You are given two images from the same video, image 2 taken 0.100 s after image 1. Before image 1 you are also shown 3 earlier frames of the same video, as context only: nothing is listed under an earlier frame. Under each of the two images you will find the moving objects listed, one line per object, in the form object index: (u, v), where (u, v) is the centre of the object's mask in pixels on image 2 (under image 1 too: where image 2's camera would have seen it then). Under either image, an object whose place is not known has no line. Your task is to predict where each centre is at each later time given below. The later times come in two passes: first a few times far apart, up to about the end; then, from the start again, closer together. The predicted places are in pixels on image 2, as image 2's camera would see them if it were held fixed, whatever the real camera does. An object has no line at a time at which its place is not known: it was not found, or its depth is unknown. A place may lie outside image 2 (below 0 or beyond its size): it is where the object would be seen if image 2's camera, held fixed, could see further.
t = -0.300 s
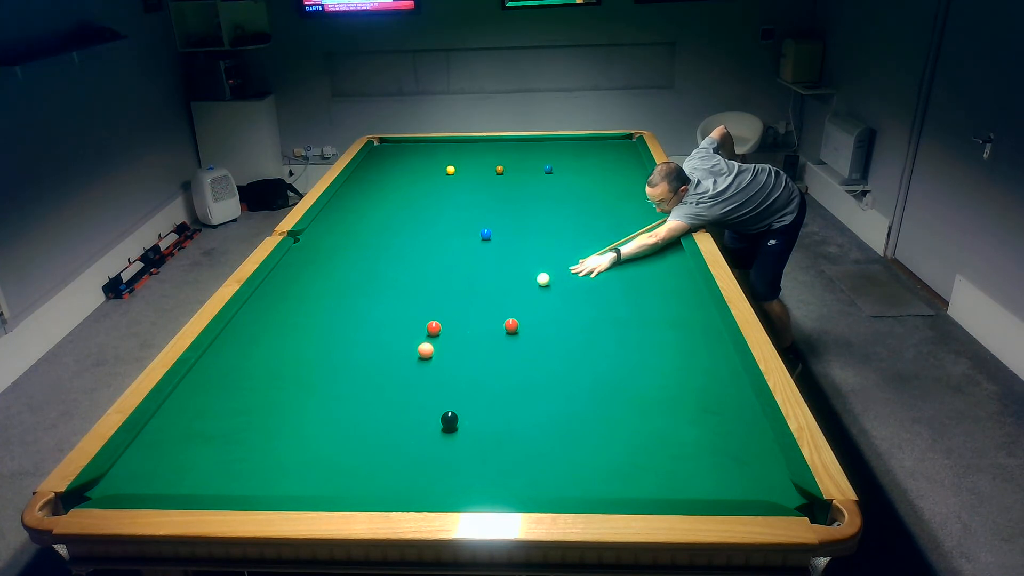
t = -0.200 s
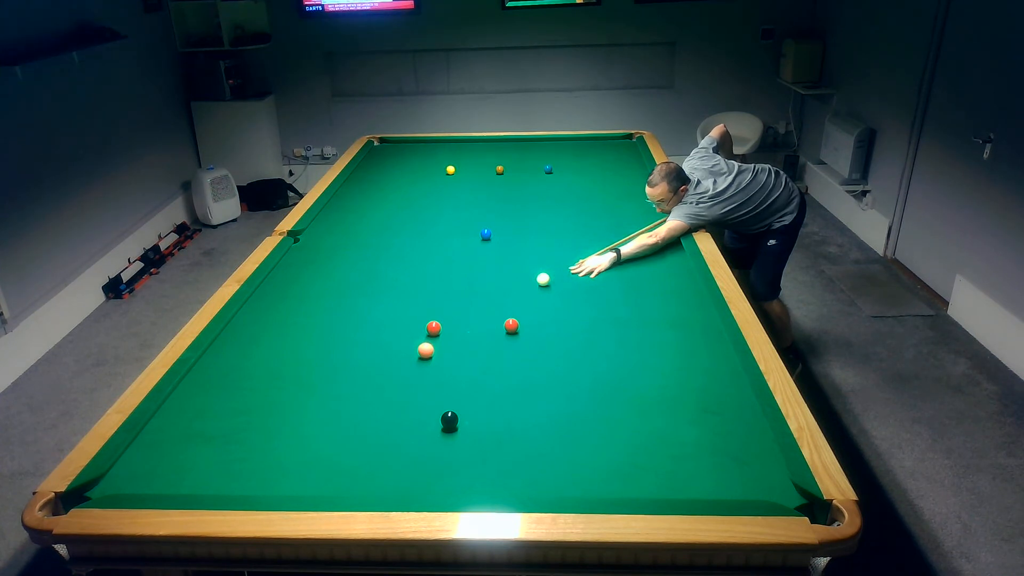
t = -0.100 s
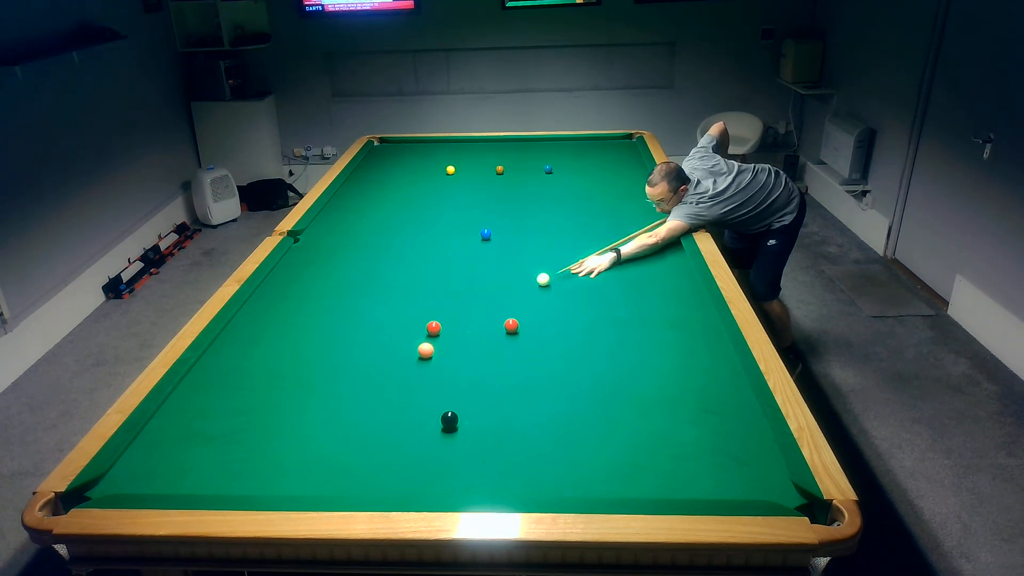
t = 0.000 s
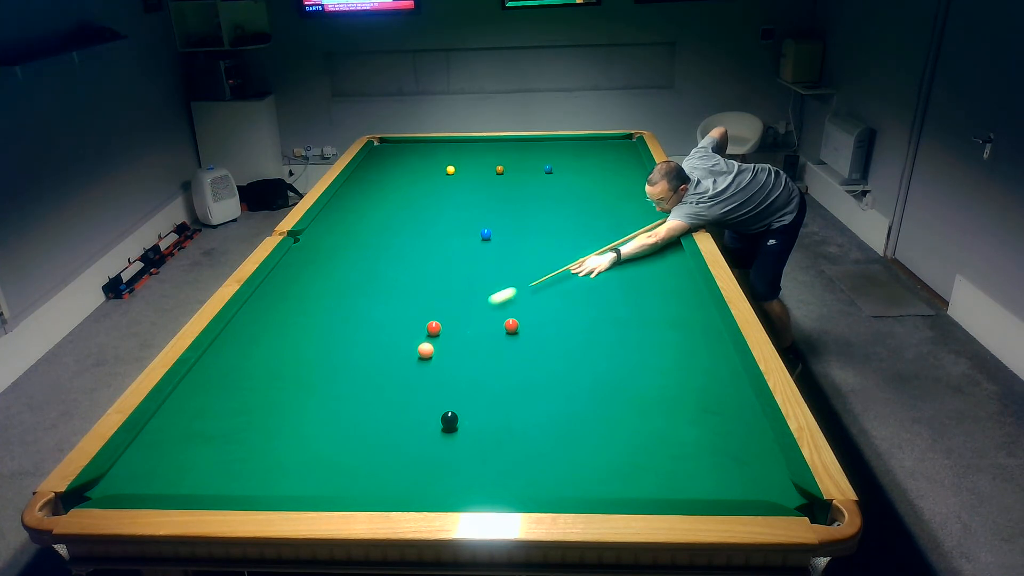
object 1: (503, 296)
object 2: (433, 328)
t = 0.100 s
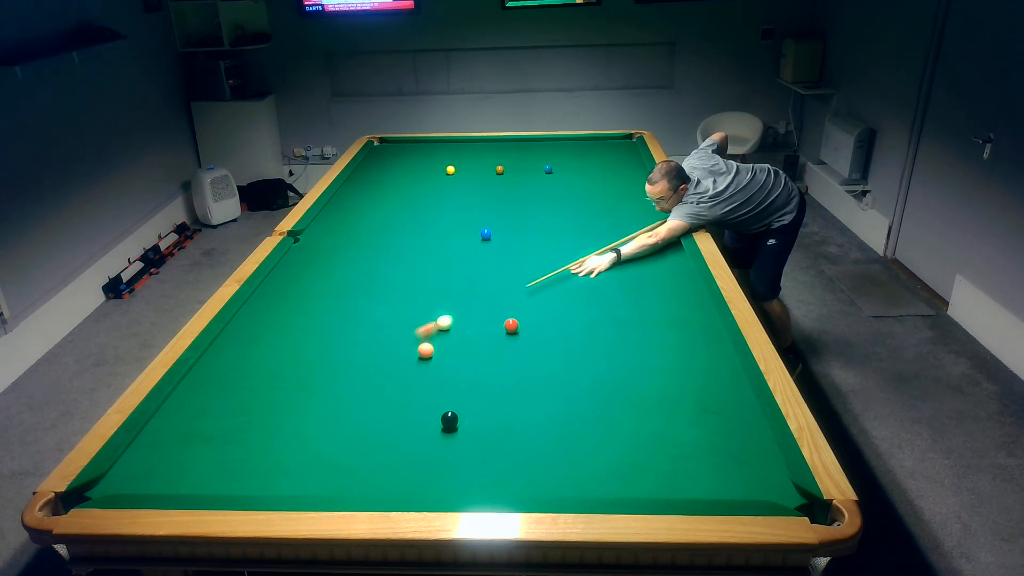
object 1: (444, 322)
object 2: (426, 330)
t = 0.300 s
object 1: (432, 325)
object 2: (291, 395)
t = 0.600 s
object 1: (416, 328)
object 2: (61, 505)
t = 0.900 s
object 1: (402, 331)
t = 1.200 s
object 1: (390, 334)
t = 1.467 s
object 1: (380, 336)
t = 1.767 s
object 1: (373, 337)
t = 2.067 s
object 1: (367, 338)
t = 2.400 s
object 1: (364, 340)
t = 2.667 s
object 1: (364, 340)
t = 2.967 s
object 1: (364, 340)
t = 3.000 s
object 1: (364, 340)
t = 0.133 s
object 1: (442, 323)
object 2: (406, 340)
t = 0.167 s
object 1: (440, 323)
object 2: (385, 350)
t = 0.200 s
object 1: (438, 324)
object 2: (362, 361)
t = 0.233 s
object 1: (436, 324)
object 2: (339, 372)
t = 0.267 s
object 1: (434, 325)
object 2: (315, 384)
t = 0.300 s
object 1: (432, 325)
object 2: (291, 395)
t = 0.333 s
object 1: (430, 325)
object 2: (267, 407)
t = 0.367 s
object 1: (429, 326)
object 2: (242, 419)
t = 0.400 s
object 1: (427, 326)
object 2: (217, 431)
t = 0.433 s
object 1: (425, 327)
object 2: (192, 442)
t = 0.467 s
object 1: (423, 327)
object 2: (167, 454)
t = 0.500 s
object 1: (421, 327)
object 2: (143, 466)
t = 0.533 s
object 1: (419, 328)
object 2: (116, 478)
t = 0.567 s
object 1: (418, 328)
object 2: (87, 491)
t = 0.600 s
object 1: (416, 328)
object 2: (61, 505)
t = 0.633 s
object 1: (414, 329)
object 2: (52, 509)
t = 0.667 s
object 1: (413, 329)
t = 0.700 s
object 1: (411, 330)
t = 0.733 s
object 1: (409, 330)
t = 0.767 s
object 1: (408, 330)
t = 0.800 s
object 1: (406, 330)
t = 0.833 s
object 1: (405, 331)
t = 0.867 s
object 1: (403, 331)
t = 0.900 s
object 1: (402, 331)
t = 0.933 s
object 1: (400, 332)
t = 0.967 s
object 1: (399, 332)
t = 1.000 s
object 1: (398, 332)
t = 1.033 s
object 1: (396, 332)
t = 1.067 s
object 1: (395, 333)
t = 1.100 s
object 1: (393, 333)
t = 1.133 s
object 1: (392, 333)
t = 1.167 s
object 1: (391, 333)
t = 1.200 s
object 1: (390, 334)
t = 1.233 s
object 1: (389, 334)
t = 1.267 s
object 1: (387, 334)
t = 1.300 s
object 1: (386, 334)
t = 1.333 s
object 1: (385, 335)
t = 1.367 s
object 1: (384, 335)
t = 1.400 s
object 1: (383, 335)
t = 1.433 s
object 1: (382, 335)
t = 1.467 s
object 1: (380, 336)
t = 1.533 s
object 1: (379, 336)
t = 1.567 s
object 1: (378, 336)
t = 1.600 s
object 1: (377, 336)
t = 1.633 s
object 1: (376, 337)
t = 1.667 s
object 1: (375, 337)
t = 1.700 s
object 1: (374, 337)
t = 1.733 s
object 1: (374, 337)
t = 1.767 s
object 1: (373, 337)
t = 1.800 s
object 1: (372, 337)
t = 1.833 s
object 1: (372, 338)
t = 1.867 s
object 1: (370, 338)
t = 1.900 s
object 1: (370, 338)
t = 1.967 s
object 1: (369, 338)
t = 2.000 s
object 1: (368, 338)
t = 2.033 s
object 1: (368, 338)
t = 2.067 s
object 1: (367, 338)
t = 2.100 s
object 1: (367, 338)
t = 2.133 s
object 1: (367, 339)
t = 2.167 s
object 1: (366, 339)
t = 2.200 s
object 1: (366, 339)
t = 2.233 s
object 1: (365, 339)
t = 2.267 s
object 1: (365, 339)
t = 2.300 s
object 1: (365, 339)
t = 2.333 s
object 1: (364, 339)
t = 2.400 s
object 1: (364, 340)
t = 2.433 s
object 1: (364, 340)
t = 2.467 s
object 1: (364, 340)
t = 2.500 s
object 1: (364, 340)
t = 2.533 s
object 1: (364, 340)
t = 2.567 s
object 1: (364, 340)
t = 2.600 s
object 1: (364, 340)
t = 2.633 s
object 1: (364, 340)
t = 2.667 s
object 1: (364, 340)
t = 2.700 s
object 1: (364, 340)
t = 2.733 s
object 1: (364, 340)
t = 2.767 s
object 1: (364, 340)
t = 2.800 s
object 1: (364, 340)
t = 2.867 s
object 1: (364, 340)
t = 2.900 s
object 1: (364, 340)
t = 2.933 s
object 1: (364, 340)
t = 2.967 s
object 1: (364, 340)
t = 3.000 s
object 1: (364, 340)
